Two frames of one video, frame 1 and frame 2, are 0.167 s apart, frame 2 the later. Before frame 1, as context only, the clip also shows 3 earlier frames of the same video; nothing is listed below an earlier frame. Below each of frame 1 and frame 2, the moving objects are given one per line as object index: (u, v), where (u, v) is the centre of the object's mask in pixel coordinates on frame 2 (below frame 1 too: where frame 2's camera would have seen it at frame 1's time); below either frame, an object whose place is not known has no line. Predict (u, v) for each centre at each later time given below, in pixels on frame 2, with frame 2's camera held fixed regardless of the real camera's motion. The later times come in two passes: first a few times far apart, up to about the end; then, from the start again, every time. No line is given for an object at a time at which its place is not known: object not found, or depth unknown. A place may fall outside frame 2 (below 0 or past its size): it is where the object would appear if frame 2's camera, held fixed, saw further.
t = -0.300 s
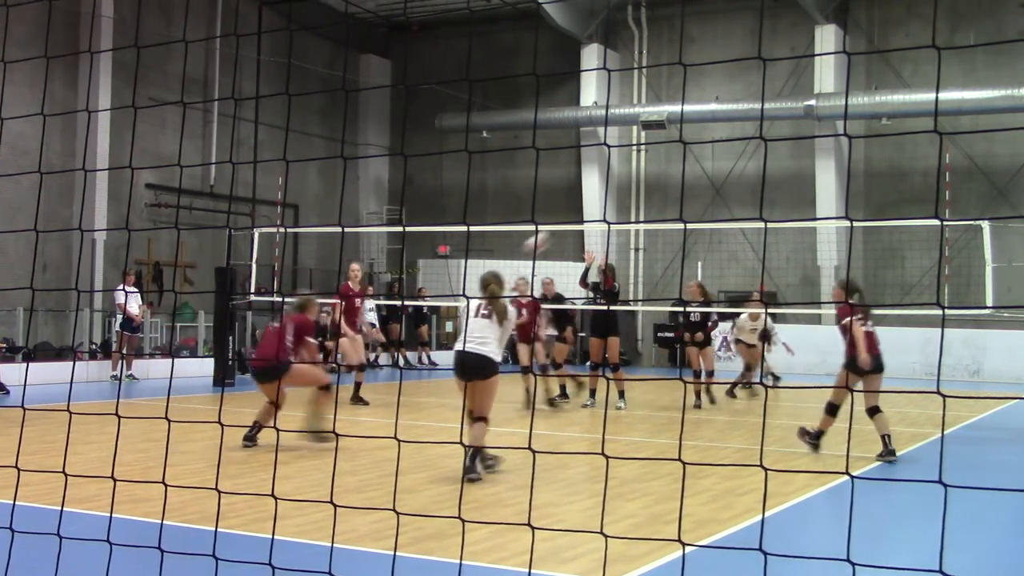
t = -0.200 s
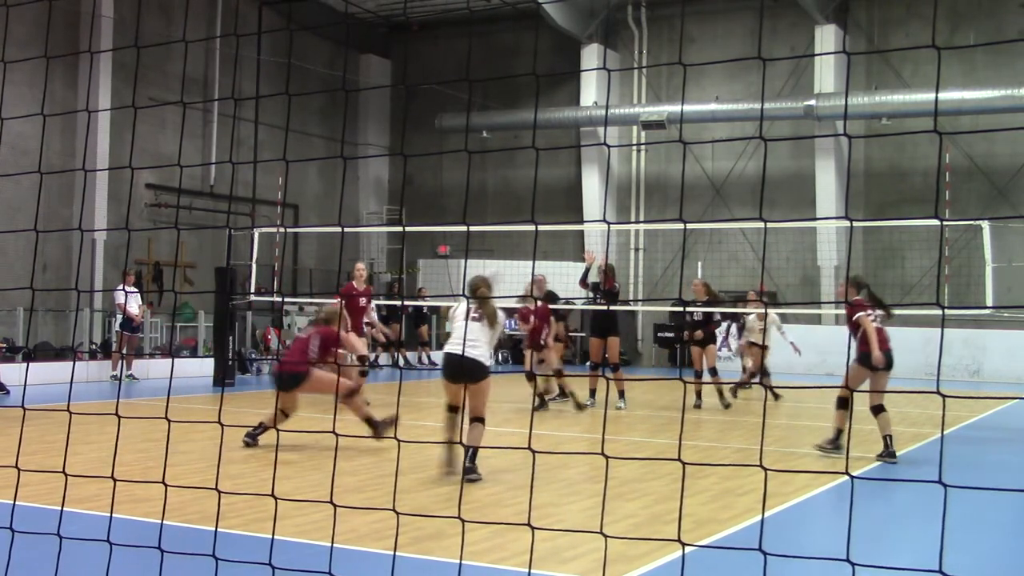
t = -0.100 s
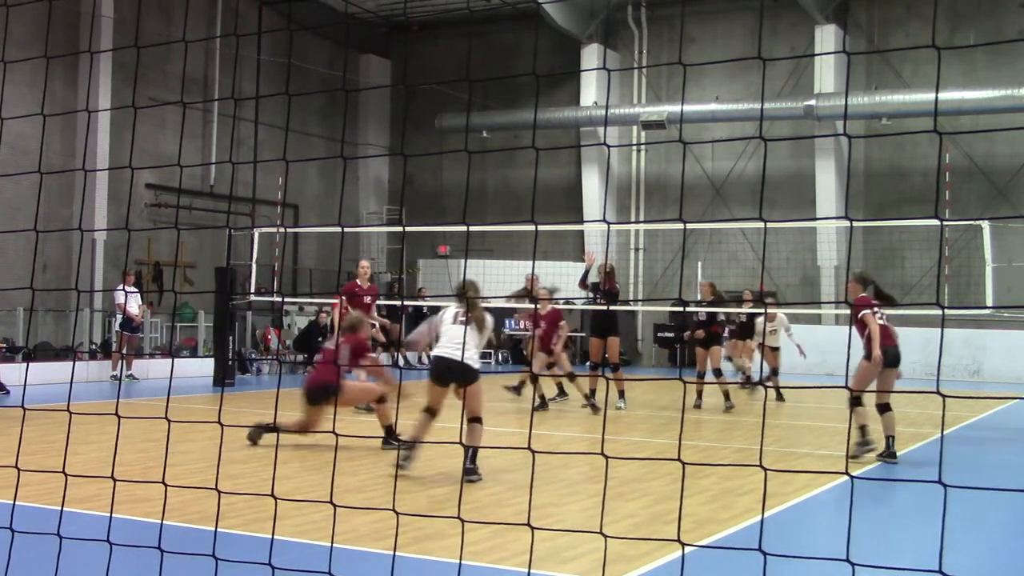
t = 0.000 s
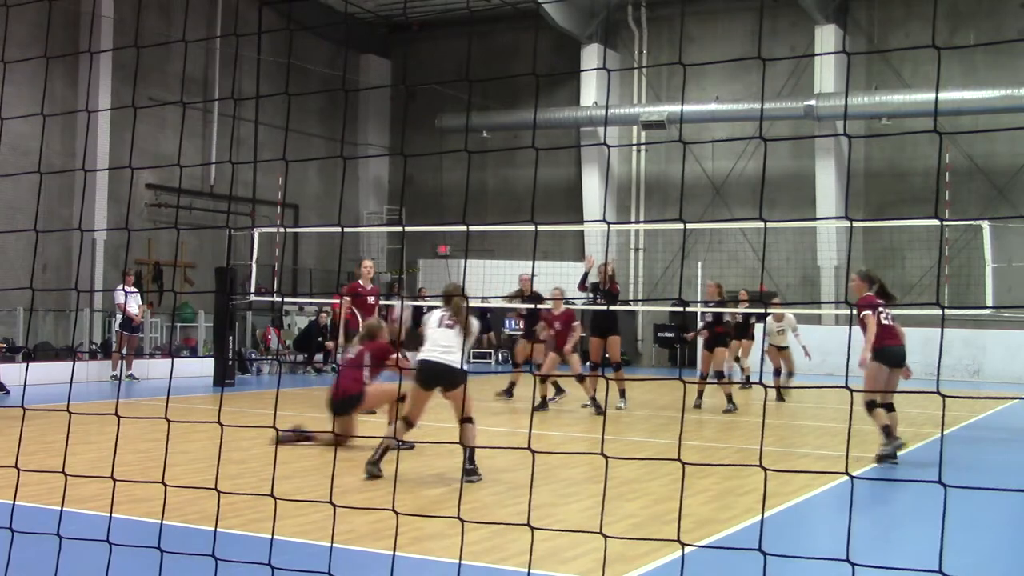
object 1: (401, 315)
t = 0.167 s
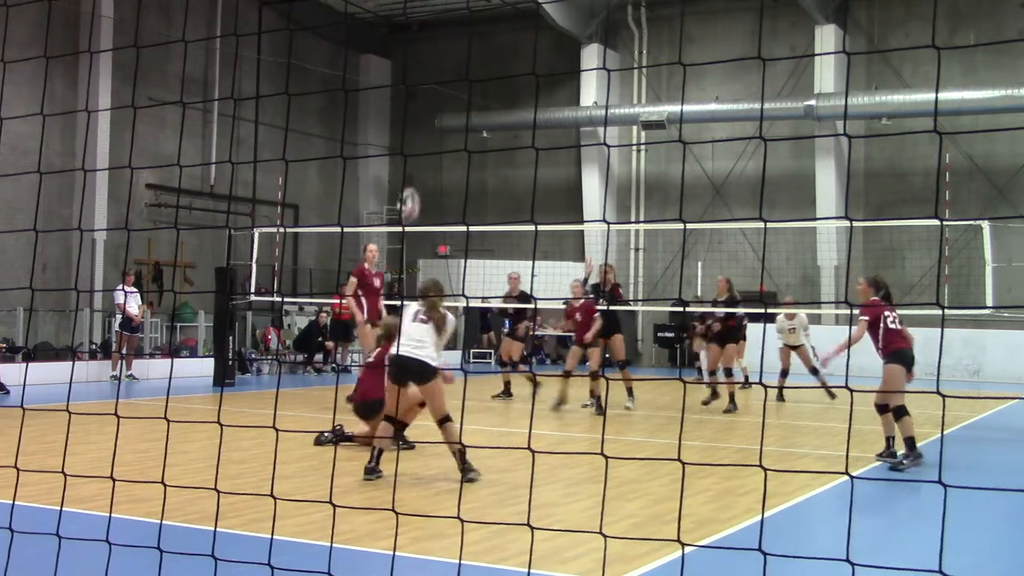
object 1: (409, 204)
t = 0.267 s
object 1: (412, 157)
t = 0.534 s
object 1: (418, 88)
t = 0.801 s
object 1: (421, 93)
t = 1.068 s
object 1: (423, 169)
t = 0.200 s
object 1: (410, 187)
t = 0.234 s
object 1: (410, 172)
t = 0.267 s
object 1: (412, 157)
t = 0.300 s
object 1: (413, 142)
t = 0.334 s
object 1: (414, 132)
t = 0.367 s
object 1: (415, 122)
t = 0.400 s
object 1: (415, 113)
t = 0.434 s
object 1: (416, 105)
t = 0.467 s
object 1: (417, 98)
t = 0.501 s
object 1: (418, 92)
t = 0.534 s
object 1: (418, 88)
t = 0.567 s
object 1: (418, 84)
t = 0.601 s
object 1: (419, 82)
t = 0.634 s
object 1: (419, 81)
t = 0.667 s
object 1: (419, 81)
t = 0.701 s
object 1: (420, 83)
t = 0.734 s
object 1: (421, 85)
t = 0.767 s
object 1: (421, 89)
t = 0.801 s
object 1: (421, 93)
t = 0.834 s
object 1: (422, 99)
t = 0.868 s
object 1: (422, 105)
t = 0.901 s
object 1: (423, 113)
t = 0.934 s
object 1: (422, 123)
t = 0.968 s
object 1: (423, 132)
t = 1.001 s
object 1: (423, 141)
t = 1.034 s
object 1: (423, 155)
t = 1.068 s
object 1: (423, 169)
